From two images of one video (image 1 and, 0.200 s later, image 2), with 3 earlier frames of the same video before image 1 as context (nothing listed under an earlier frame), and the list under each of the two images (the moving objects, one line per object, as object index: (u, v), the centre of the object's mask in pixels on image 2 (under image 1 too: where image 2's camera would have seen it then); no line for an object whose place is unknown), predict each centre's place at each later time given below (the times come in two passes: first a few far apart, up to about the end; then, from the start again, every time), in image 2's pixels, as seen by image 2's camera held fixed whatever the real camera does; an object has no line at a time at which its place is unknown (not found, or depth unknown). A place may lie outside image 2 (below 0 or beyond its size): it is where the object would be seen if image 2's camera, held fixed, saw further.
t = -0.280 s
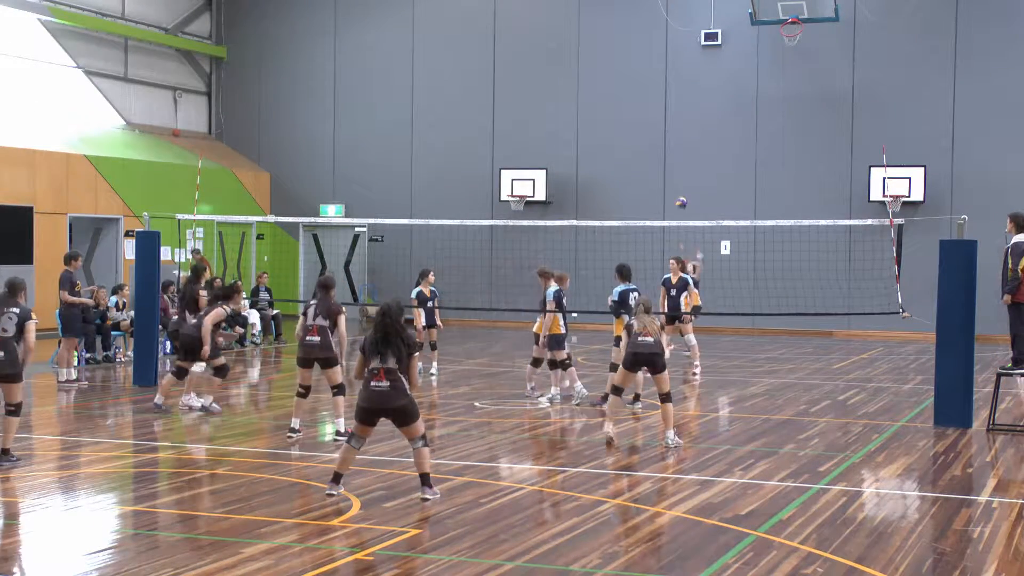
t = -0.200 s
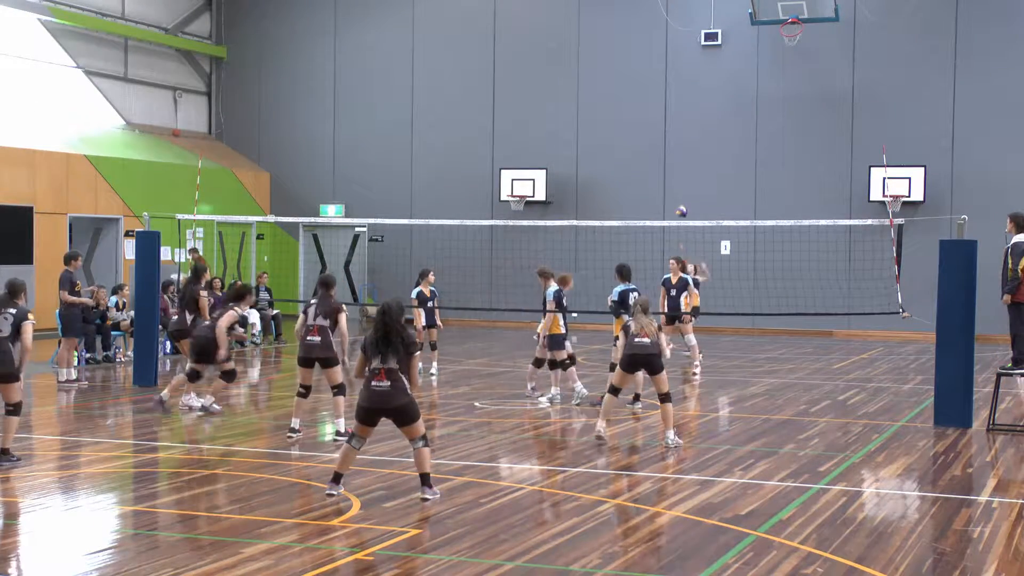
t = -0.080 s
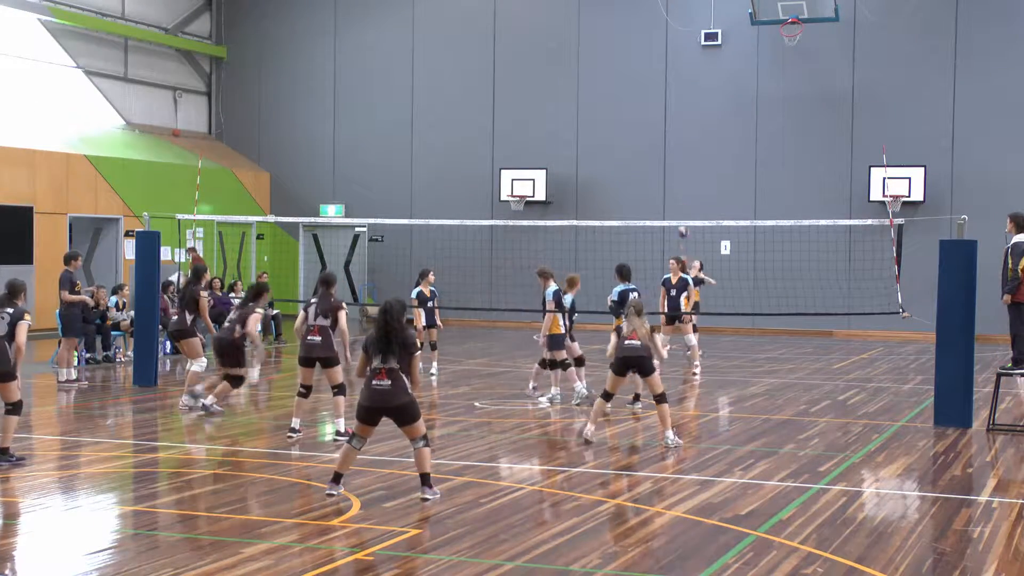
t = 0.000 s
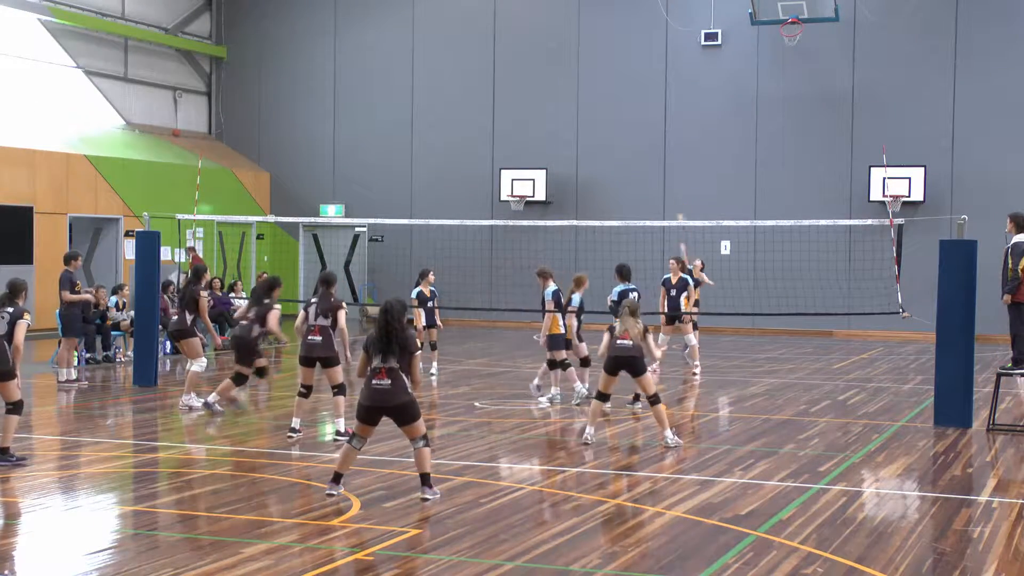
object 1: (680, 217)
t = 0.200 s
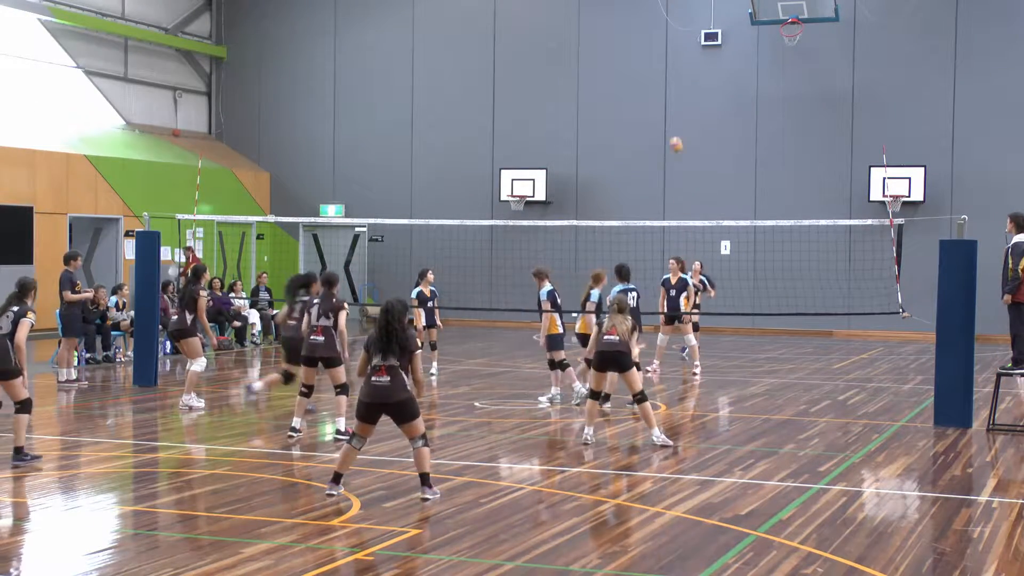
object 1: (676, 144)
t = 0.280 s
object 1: (673, 119)
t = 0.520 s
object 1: (656, 61)
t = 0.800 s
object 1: (635, 42)
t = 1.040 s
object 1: (619, 77)
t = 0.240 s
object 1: (674, 131)
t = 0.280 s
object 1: (673, 119)
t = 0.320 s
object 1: (670, 106)
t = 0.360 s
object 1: (666, 95)
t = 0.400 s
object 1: (663, 85)
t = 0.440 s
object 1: (660, 76)
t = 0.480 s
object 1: (658, 69)
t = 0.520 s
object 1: (656, 61)
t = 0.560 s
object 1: (654, 55)
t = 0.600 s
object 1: (651, 51)
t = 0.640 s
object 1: (648, 46)
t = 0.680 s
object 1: (644, 44)
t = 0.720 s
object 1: (640, 43)
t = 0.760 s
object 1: (639, 42)
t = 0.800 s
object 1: (635, 42)
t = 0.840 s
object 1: (632, 45)
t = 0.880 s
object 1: (629, 48)
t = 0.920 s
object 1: (626, 53)
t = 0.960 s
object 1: (625, 59)
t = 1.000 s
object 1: (623, 68)
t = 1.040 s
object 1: (619, 77)
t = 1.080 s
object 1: (616, 88)
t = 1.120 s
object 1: (614, 102)
